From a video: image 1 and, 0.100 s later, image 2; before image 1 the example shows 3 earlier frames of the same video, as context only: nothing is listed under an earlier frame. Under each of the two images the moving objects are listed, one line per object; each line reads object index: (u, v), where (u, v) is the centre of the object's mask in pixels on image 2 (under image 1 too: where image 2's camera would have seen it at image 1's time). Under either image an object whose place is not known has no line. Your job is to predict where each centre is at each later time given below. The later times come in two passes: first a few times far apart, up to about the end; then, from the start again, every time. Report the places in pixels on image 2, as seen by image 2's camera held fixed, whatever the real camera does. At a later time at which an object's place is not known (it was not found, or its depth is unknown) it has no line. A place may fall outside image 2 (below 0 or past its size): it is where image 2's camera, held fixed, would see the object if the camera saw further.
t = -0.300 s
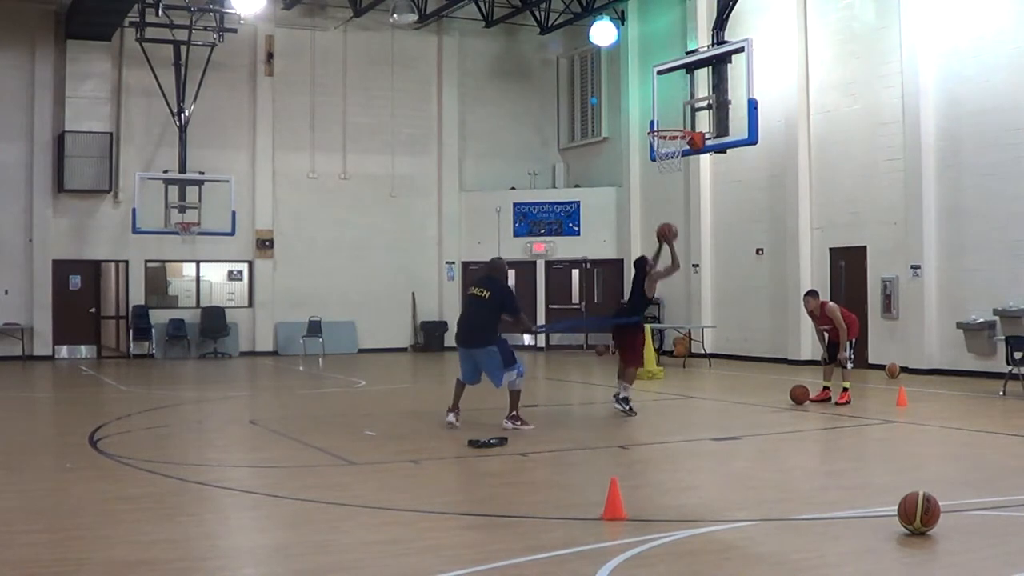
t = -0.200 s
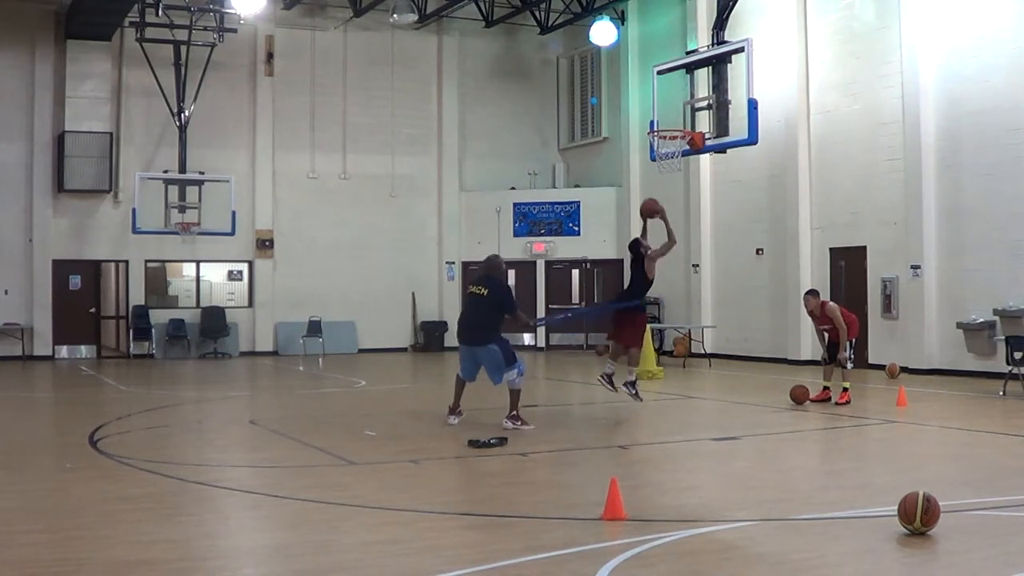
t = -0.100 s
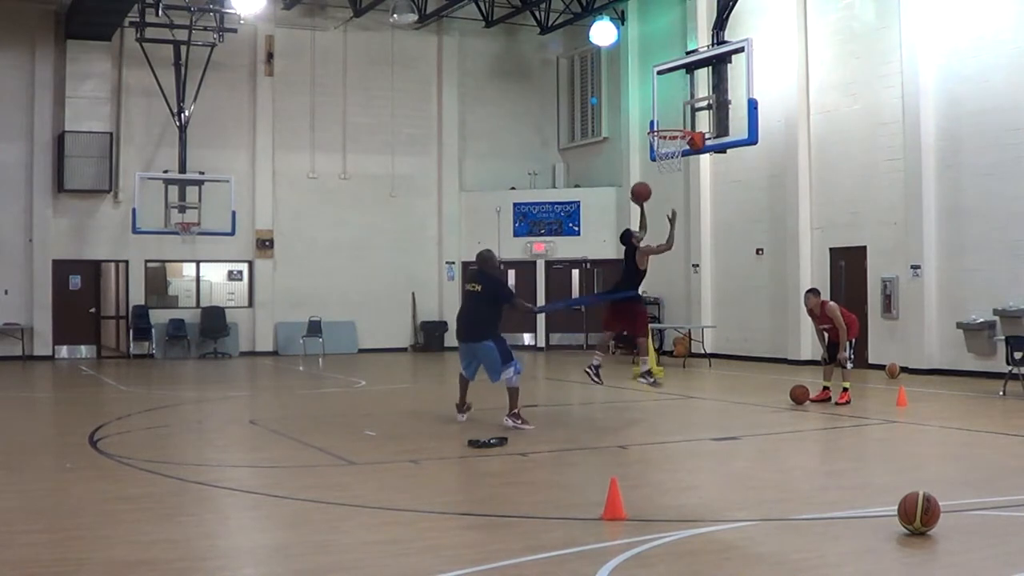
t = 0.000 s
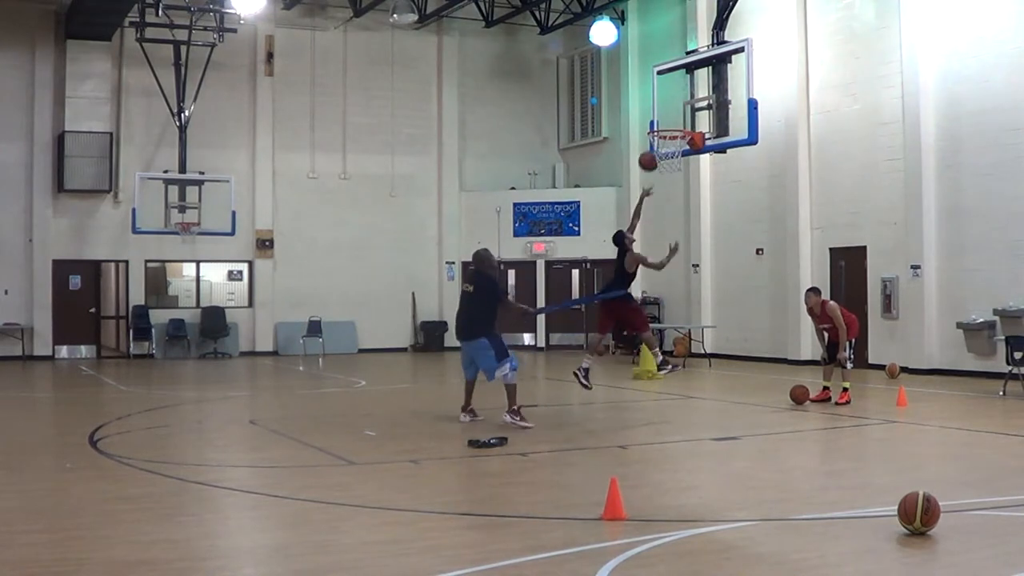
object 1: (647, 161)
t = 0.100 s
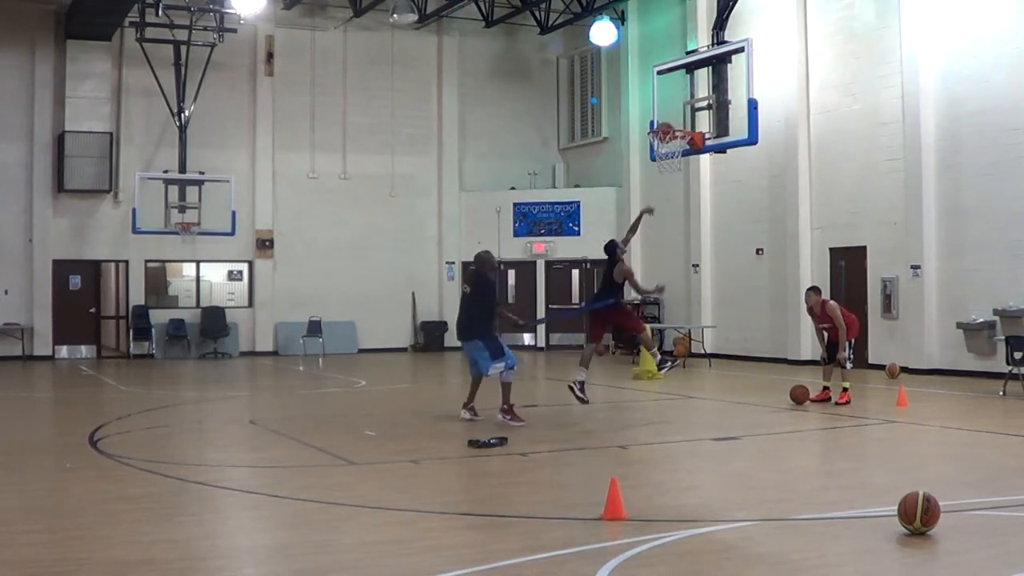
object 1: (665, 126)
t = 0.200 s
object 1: (676, 115)
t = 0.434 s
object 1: (669, 123)
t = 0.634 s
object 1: (662, 161)
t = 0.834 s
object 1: (662, 197)
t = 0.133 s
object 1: (670, 122)
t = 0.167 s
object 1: (675, 118)
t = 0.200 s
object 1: (676, 115)
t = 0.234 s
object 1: (675, 113)
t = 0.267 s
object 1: (674, 113)
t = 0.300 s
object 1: (673, 114)
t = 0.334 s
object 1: (672, 115)
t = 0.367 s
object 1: (671, 118)
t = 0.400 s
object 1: (670, 120)
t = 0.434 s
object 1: (669, 123)
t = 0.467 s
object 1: (669, 131)
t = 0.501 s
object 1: (667, 139)
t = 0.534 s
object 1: (666, 144)
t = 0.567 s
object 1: (665, 141)
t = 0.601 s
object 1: (664, 161)
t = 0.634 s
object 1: (662, 161)
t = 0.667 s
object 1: (663, 163)
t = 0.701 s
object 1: (663, 167)
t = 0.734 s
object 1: (663, 172)
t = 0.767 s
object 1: (663, 179)
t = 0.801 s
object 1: (662, 188)
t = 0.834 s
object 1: (662, 197)
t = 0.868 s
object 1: (661, 208)
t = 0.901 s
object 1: (661, 219)
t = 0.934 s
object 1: (661, 231)
